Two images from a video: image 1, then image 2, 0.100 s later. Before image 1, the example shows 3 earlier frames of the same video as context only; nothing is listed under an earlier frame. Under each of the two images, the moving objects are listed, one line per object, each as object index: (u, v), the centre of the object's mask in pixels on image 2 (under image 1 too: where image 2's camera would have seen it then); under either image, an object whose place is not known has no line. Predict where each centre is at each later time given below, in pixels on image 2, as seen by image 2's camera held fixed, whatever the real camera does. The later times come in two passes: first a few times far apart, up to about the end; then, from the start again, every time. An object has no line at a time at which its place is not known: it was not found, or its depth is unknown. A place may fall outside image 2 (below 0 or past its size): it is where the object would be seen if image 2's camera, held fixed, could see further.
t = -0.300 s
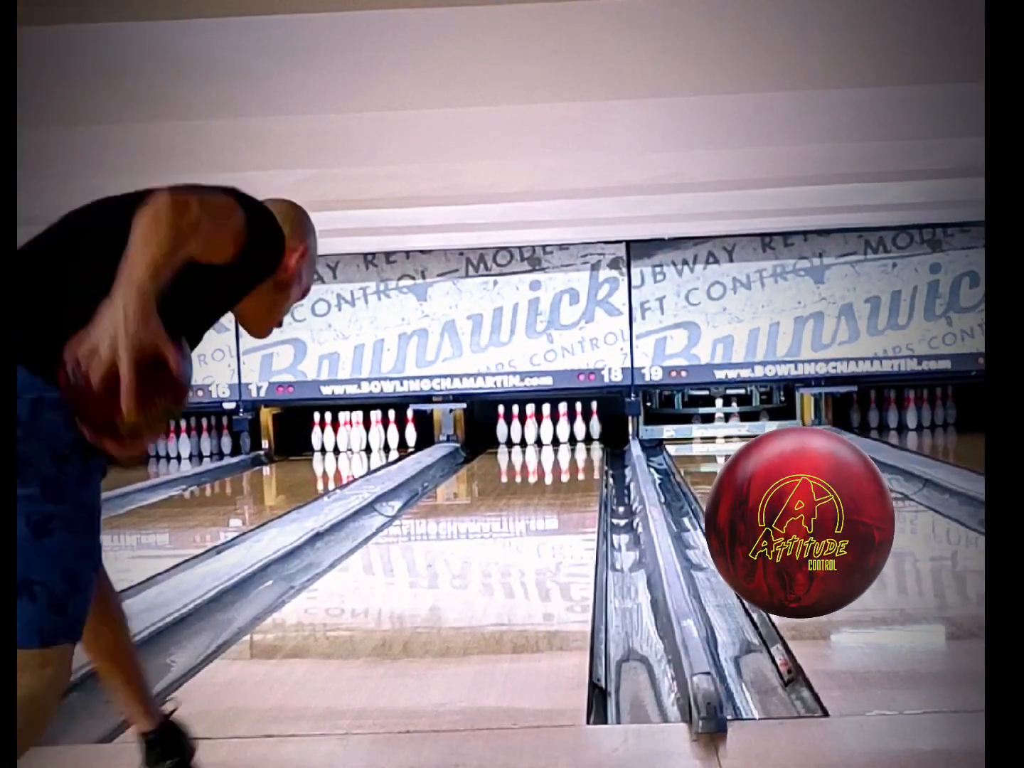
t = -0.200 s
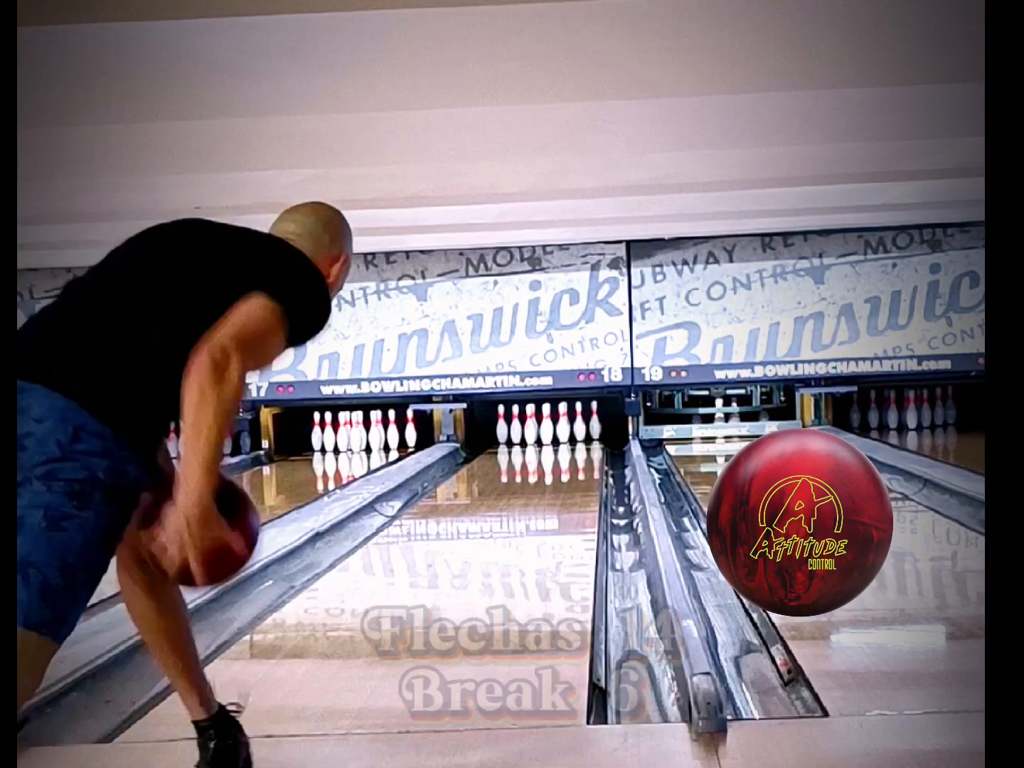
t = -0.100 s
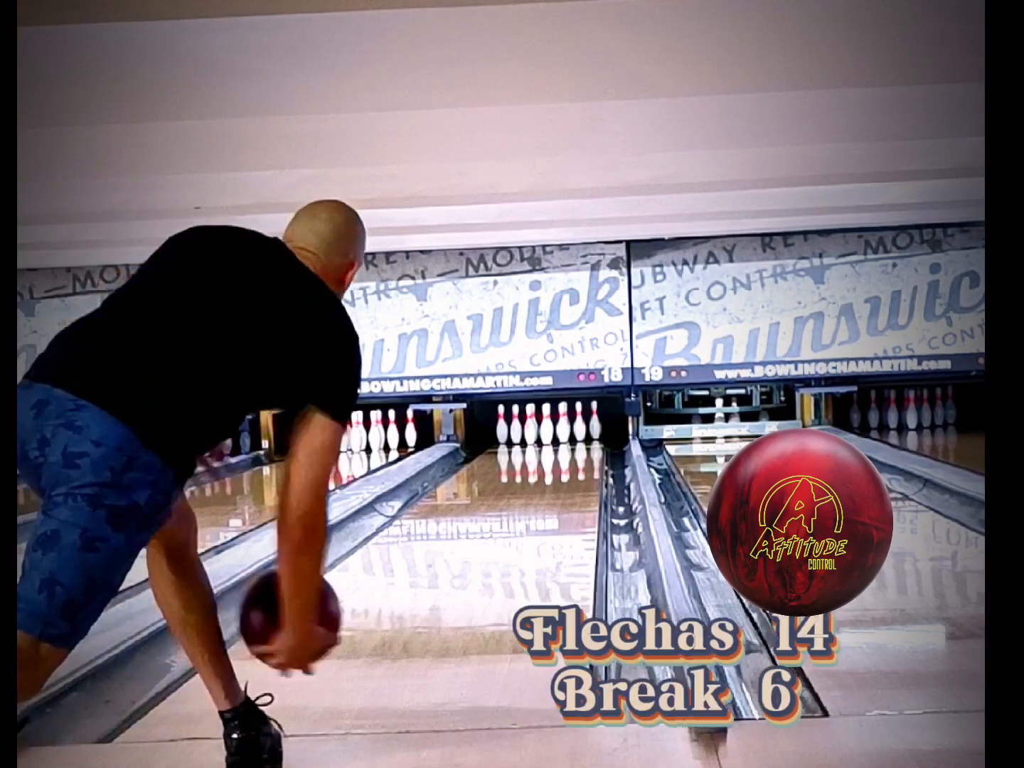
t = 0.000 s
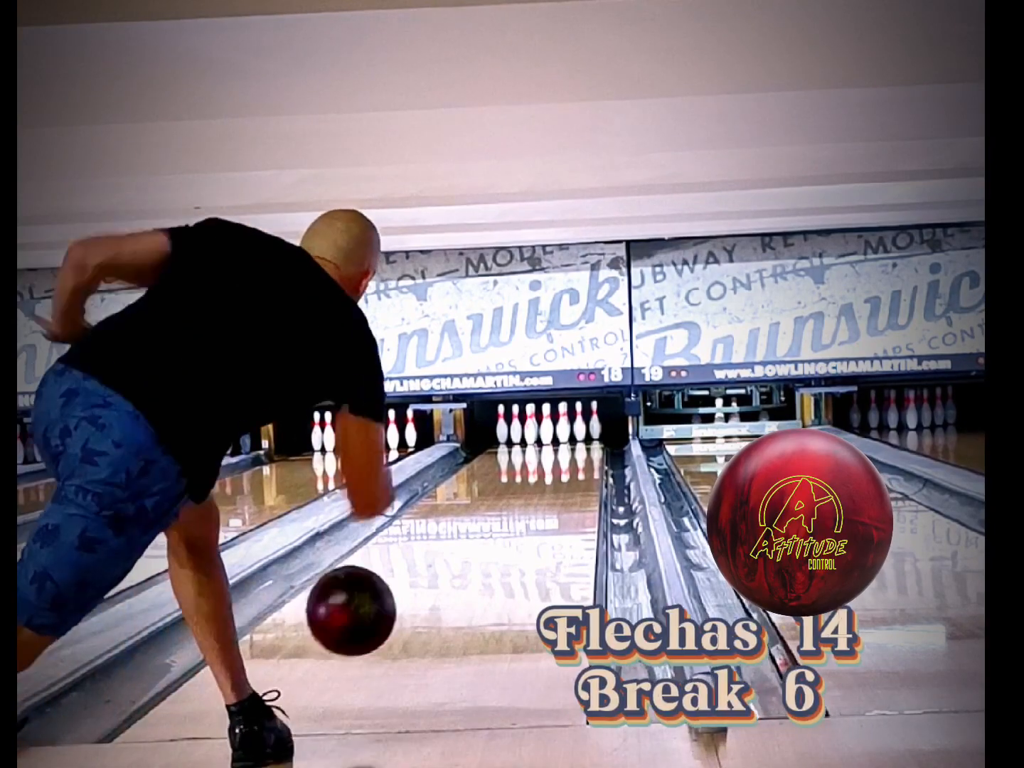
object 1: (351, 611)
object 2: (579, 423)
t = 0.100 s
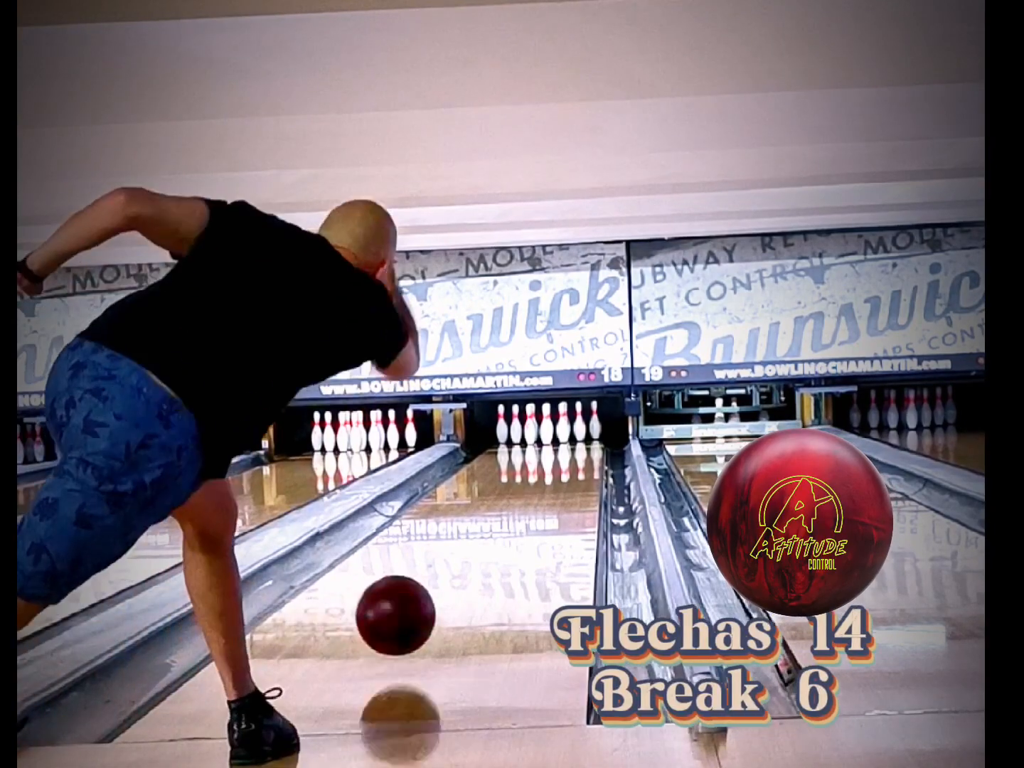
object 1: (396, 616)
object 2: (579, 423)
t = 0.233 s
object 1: (440, 594)
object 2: (579, 423)
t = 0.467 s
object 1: (494, 550)
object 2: (579, 423)
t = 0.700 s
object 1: (529, 520)
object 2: (579, 423)
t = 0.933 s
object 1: (554, 498)
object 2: (579, 423)
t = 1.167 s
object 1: (570, 481)
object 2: (579, 423)
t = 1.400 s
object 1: (580, 467)
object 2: (579, 423)
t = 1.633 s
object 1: (583, 458)
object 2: (579, 423)
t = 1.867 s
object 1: (581, 450)
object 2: (579, 421)
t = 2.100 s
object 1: (574, 443)
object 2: (579, 419)
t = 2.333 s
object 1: (563, 438)
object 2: (579, 423)
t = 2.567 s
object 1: (554, 434)
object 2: (579, 423)
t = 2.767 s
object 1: (555, 433)
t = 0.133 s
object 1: (409, 621)
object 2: (579, 423)
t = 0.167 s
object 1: (420, 607)
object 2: (579, 423)
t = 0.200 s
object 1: (430, 599)
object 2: (579, 423)
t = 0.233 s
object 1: (440, 594)
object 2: (579, 423)
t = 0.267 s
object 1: (450, 586)
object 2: (579, 423)
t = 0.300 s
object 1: (458, 579)
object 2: (579, 423)
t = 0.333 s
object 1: (466, 573)
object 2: (579, 423)
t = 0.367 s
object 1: (474, 566)
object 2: (579, 423)
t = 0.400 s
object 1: (481, 561)
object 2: (579, 423)
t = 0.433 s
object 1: (488, 555)
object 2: (579, 423)
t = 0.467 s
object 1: (494, 550)
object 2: (579, 423)
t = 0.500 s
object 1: (500, 545)
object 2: (579, 423)
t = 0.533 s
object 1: (505, 540)
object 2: (579, 423)
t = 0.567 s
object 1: (511, 536)
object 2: (579, 423)
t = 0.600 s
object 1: (516, 532)
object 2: (579, 423)
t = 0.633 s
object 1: (520, 528)
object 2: (579, 423)
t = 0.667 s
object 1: (525, 524)
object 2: (579, 423)
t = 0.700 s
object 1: (529, 520)
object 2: (579, 423)
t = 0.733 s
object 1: (533, 516)
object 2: (579, 423)
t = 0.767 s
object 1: (537, 513)
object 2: (579, 423)
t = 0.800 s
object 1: (541, 510)
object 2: (579, 423)
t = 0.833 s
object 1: (544, 507)
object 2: (579, 423)
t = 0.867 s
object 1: (548, 504)
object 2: (579, 423)
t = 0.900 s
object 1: (551, 501)
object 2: (579, 423)
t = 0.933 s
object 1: (554, 498)
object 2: (579, 423)
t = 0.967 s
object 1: (557, 496)
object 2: (579, 423)
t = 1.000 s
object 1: (560, 493)
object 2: (579, 423)
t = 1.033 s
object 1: (562, 490)
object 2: (579, 423)
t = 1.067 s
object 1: (564, 488)
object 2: (579, 423)
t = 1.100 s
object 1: (566, 485)
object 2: (579, 423)
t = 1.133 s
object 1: (569, 483)
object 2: (579, 423)
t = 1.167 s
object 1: (570, 481)
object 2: (579, 423)
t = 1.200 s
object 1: (572, 479)
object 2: (579, 423)
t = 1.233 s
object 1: (574, 477)
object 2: (579, 423)
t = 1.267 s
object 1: (575, 475)
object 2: (579, 423)
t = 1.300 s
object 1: (577, 473)
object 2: (579, 423)
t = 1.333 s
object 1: (578, 471)
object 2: (579, 423)
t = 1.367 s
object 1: (579, 469)
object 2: (579, 423)
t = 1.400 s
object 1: (580, 467)
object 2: (579, 423)
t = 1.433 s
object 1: (581, 465)
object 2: (579, 423)
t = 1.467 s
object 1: (582, 464)
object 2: (579, 423)
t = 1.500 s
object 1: (582, 463)
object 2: (579, 423)
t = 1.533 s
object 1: (582, 461)
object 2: (579, 423)
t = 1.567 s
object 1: (582, 460)
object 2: (579, 423)
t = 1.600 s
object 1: (583, 459)
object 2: (579, 423)
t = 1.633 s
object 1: (583, 458)
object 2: (579, 423)
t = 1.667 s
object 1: (583, 457)
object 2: (579, 423)
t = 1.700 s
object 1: (582, 455)
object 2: (579, 423)
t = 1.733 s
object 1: (582, 454)
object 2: (579, 423)
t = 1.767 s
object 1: (582, 453)
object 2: (579, 422)
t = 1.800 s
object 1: (582, 451)
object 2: (579, 422)
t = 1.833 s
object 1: (581, 450)
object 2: (579, 421)
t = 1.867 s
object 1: (581, 450)
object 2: (579, 421)
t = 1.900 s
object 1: (580, 448)
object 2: (579, 420)
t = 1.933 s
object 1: (579, 447)
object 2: (579, 420)
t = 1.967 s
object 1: (578, 446)
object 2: (579, 419)
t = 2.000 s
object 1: (577, 445)
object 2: (579, 419)
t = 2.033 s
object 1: (576, 445)
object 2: (579, 419)
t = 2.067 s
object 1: (576, 443)
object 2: (579, 418)
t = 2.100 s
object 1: (574, 443)
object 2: (579, 419)
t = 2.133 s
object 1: (573, 442)
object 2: (579, 418)
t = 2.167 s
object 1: (571, 441)
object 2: (579, 419)
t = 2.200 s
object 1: (570, 440)
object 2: (580, 420)
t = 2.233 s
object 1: (568, 439)
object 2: (580, 421)
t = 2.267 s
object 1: (566, 439)
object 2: (579, 421)
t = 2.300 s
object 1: (564, 438)
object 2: (579, 423)
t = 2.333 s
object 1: (563, 438)
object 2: (579, 423)
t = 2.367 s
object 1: (561, 437)
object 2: (579, 423)
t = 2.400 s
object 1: (560, 436)
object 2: (579, 423)
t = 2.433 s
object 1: (558, 436)
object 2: (579, 423)
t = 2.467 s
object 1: (556, 435)
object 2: (579, 423)
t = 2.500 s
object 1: (554, 435)
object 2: (579, 423)
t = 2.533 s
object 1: (554, 435)
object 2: (579, 423)
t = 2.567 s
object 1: (554, 434)
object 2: (579, 423)
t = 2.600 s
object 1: (553, 434)
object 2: (580, 422)
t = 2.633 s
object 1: (554, 433)
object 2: (584, 420)
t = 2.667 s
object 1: (554, 433)
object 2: (597, 423)
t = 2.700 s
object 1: (555, 432)
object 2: (602, 422)
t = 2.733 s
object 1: (554, 432)
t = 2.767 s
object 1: (555, 433)
